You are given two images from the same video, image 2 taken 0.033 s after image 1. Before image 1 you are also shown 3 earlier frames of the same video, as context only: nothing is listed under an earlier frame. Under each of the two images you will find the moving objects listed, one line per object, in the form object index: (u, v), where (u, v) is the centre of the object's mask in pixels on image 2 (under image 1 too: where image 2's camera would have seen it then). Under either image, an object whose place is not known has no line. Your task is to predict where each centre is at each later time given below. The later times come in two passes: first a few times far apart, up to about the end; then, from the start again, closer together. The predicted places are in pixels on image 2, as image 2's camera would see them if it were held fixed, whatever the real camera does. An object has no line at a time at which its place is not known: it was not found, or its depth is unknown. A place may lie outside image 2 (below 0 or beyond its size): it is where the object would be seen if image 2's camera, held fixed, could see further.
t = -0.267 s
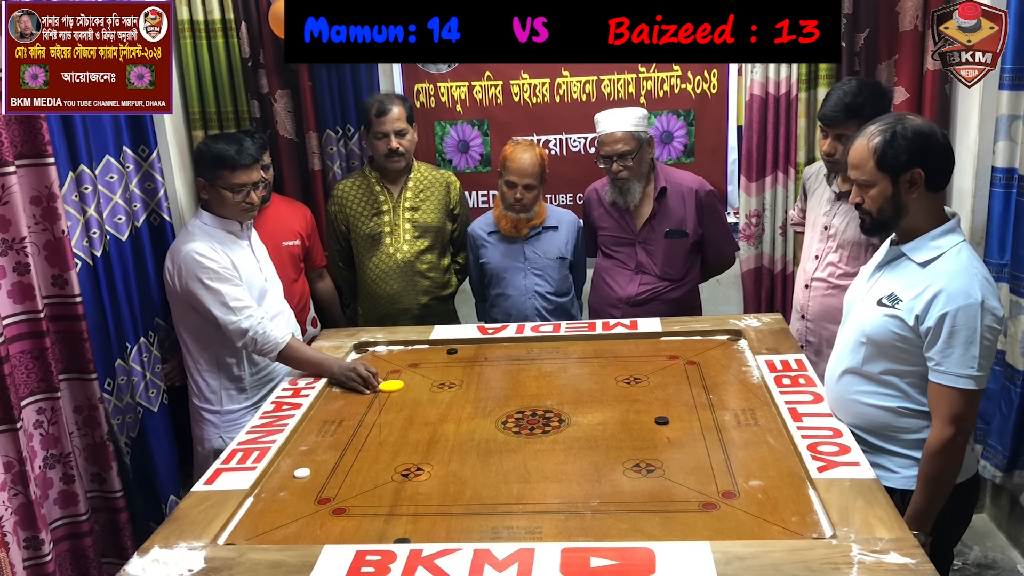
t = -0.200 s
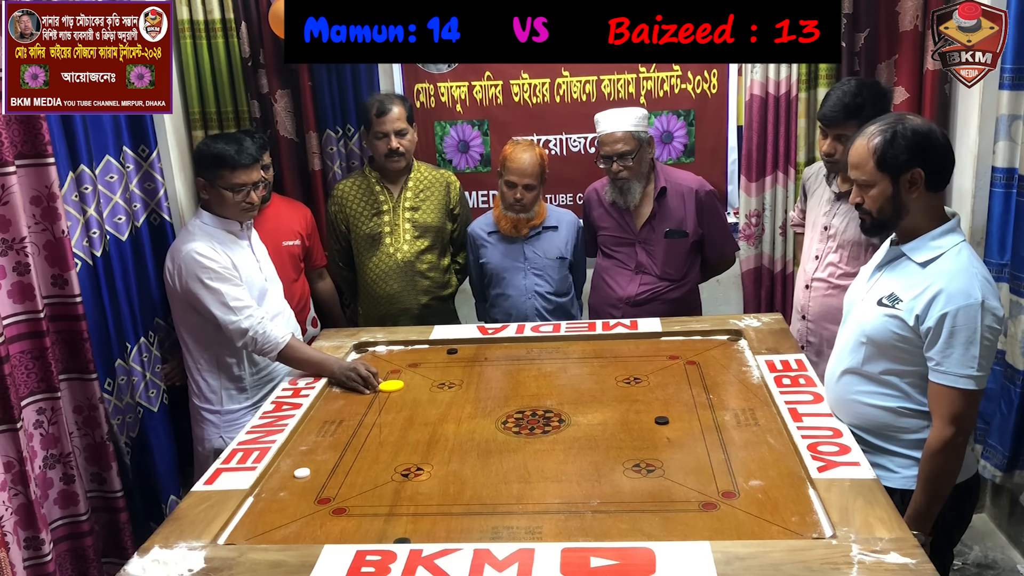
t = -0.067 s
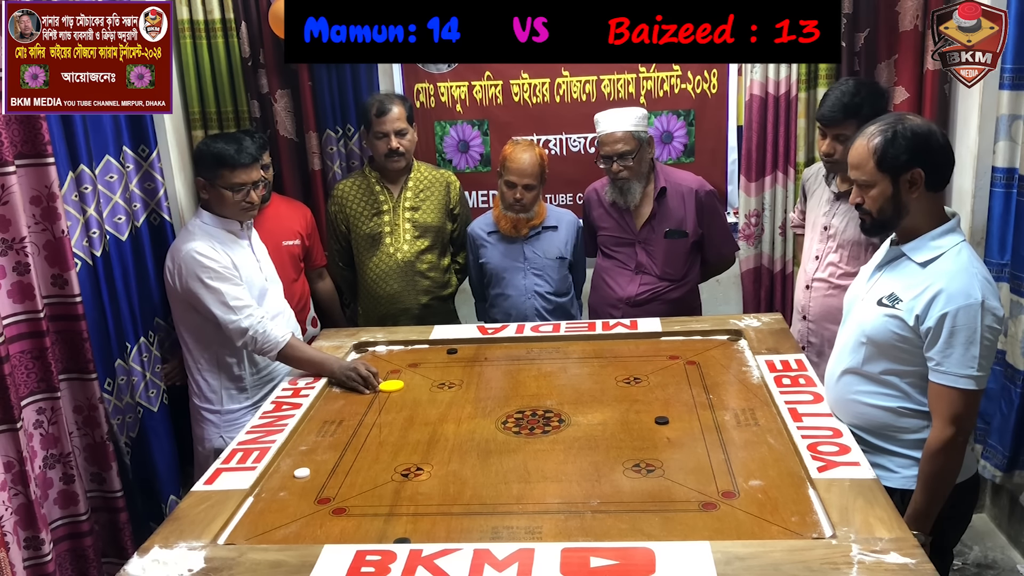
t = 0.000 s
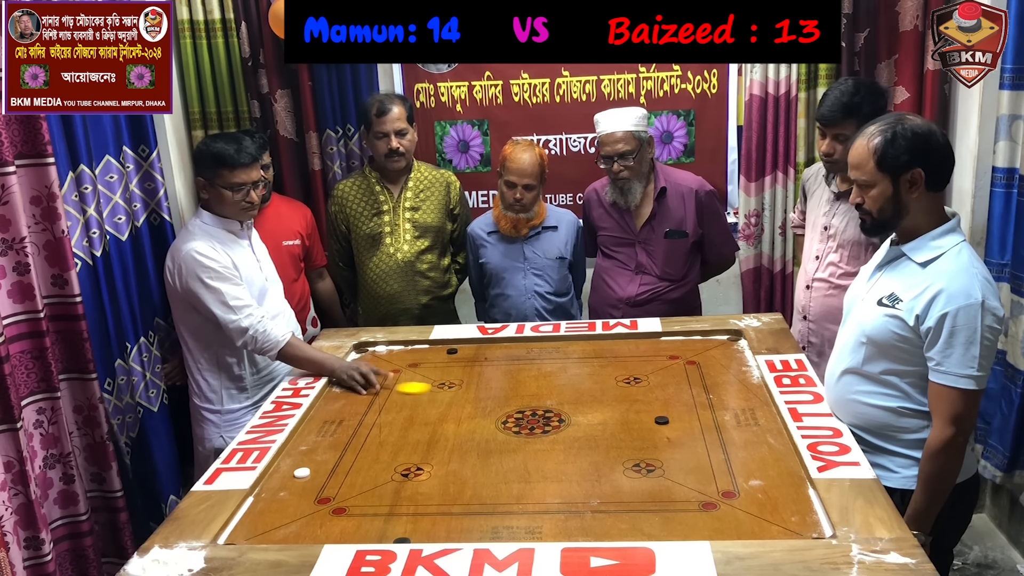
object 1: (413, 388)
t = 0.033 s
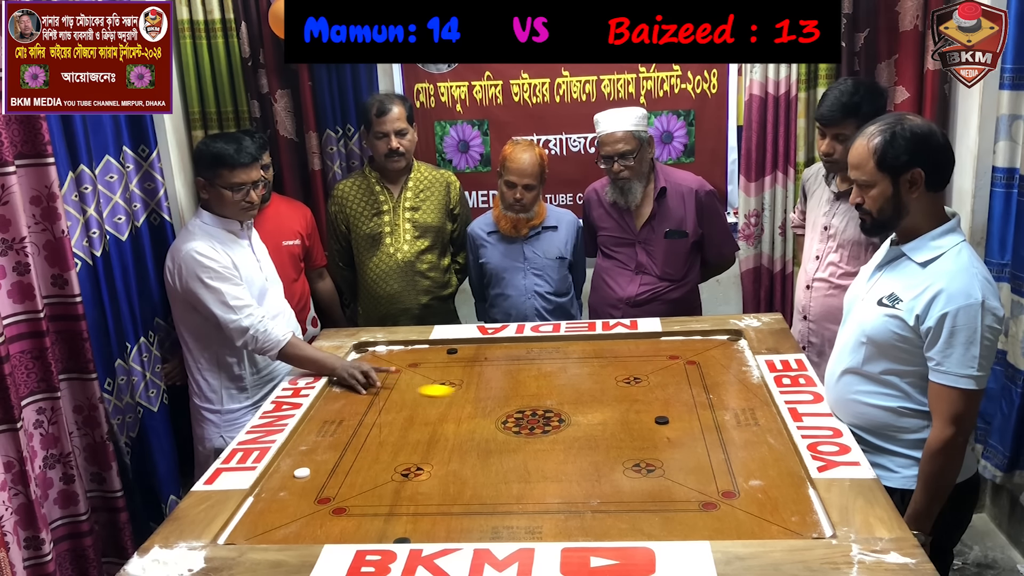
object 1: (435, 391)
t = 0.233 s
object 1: (575, 408)
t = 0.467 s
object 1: (707, 426)
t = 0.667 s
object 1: (757, 437)
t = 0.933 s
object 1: (698, 449)
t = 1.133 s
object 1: (669, 455)
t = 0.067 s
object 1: (459, 393)
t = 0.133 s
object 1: (505, 399)
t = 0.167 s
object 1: (528, 402)
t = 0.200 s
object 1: (551, 405)
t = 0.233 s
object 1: (575, 408)
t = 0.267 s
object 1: (599, 411)
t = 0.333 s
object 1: (645, 417)
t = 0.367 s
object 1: (661, 419)
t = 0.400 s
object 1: (676, 421)
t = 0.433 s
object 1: (691, 423)
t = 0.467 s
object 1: (707, 426)
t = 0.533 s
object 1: (737, 430)
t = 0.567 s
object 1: (751, 431)
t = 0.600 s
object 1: (765, 434)
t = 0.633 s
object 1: (767, 435)
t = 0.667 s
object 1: (757, 437)
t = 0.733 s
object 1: (740, 440)
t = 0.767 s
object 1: (732, 442)
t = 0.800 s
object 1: (725, 443)
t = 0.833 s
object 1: (718, 445)
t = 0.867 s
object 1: (711, 446)
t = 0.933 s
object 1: (698, 449)
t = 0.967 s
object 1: (692, 450)
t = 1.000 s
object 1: (687, 451)
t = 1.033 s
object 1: (682, 452)
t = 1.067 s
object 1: (677, 453)
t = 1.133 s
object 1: (669, 455)
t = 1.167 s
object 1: (665, 456)
